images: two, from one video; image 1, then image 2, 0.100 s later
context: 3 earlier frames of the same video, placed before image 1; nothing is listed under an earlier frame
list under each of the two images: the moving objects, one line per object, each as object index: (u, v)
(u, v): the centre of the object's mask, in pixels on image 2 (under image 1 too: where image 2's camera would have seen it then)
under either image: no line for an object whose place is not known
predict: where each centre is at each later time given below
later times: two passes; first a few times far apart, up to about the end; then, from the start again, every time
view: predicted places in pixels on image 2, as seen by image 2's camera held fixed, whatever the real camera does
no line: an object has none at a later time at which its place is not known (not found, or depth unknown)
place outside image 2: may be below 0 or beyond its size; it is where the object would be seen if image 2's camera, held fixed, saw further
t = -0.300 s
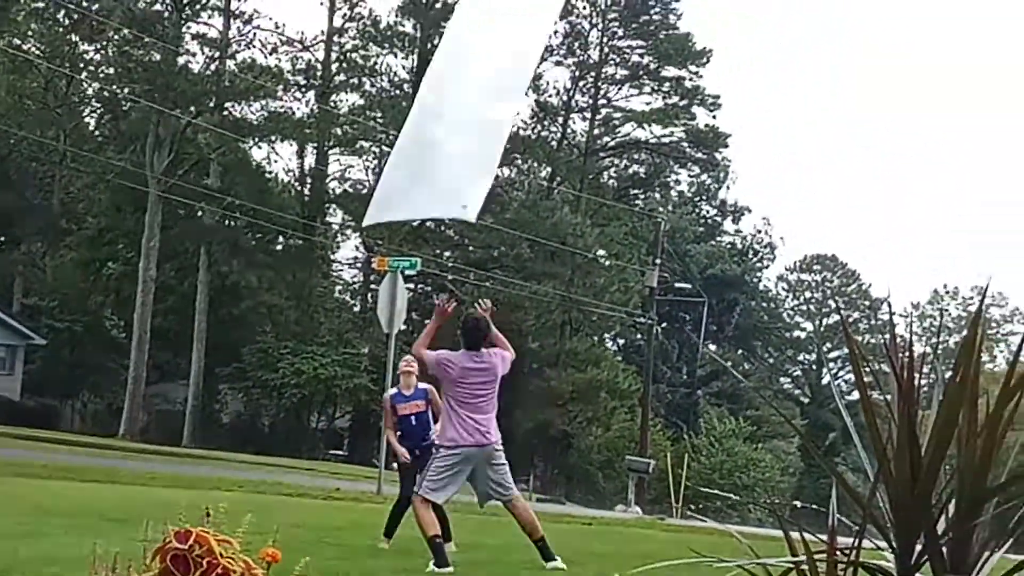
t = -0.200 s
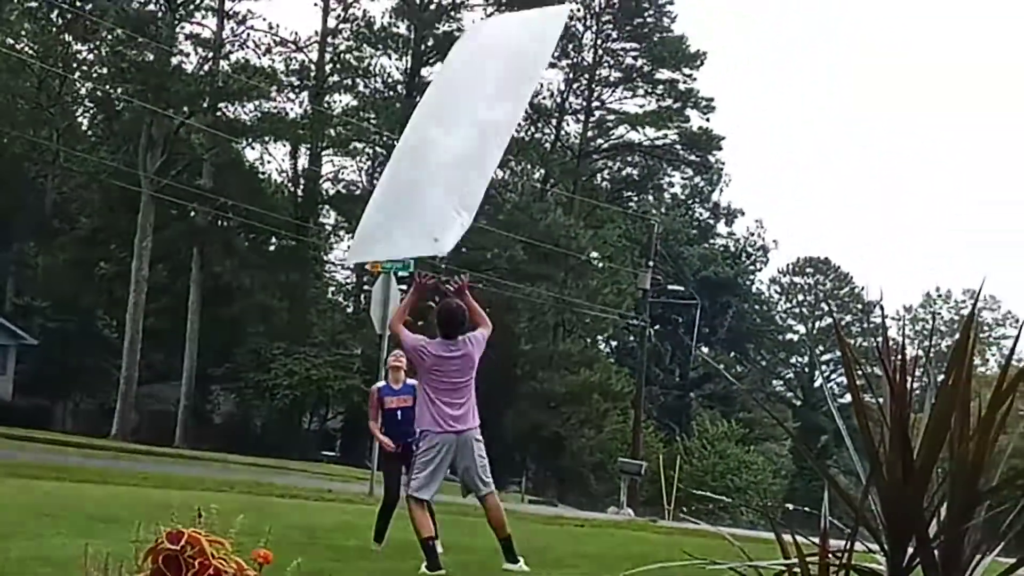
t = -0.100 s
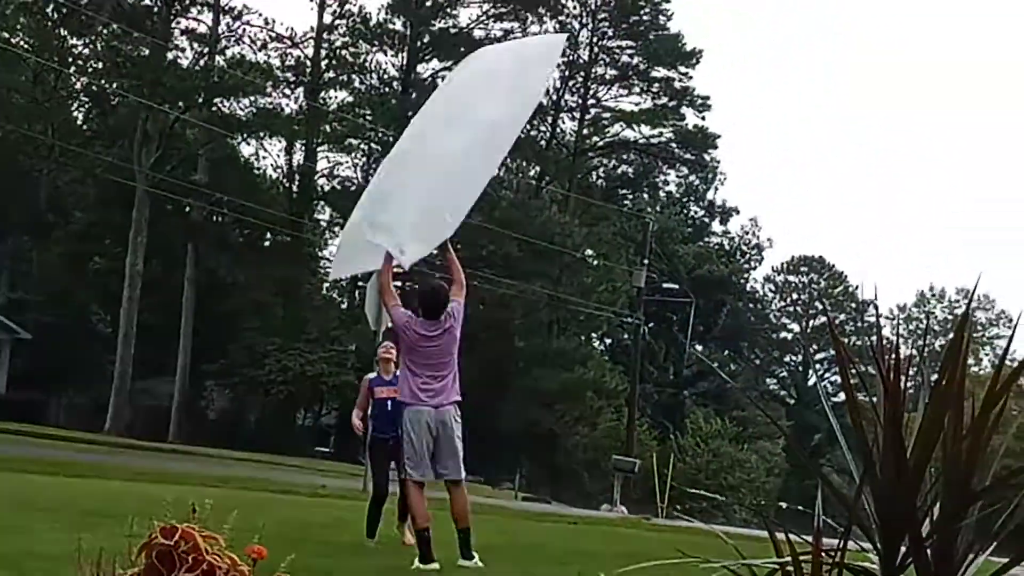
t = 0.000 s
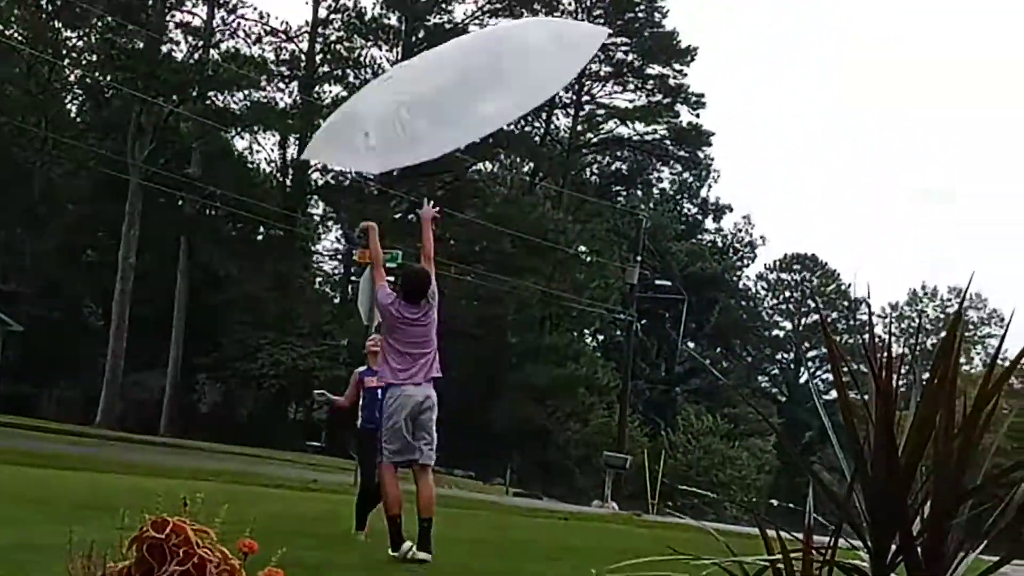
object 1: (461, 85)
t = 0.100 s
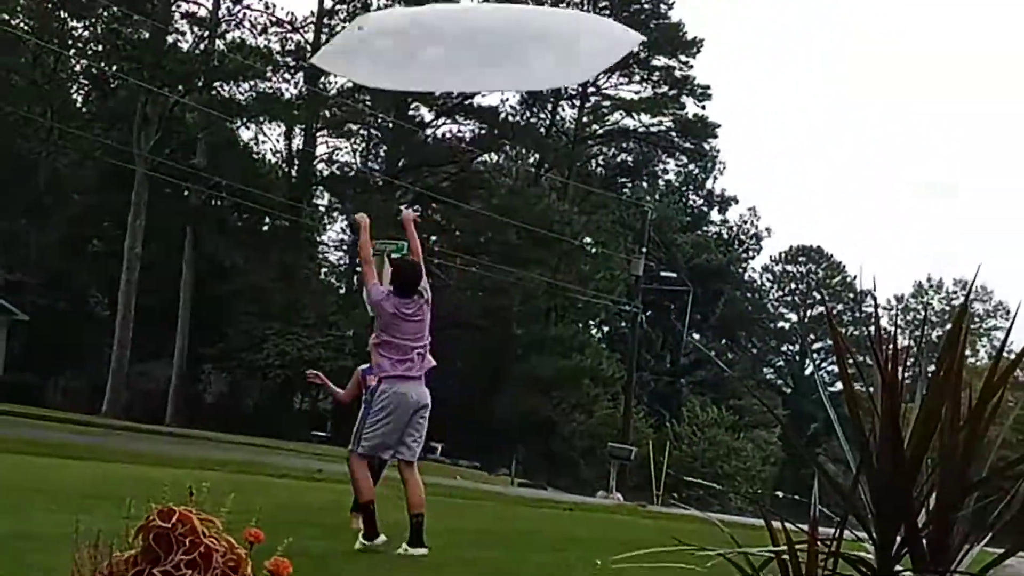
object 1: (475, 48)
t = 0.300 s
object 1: (552, 58)
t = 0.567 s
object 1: (548, 90)
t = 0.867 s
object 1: (519, 127)
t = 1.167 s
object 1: (511, 176)
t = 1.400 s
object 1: (512, 241)
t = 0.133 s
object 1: (487, 44)
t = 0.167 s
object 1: (502, 42)
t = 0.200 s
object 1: (519, 44)
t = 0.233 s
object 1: (533, 48)
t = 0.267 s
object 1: (545, 53)
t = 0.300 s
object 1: (552, 58)
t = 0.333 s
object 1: (557, 63)
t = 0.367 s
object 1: (561, 69)
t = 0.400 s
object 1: (562, 74)
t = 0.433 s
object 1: (560, 78)
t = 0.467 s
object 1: (559, 81)
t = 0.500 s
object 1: (555, 83)
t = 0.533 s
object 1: (552, 86)
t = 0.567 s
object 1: (548, 90)
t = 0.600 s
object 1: (546, 94)
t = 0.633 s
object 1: (543, 100)
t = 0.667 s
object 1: (540, 104)
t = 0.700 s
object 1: (537, 106)
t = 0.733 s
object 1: (533, 110)
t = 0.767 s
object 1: (530, 114)
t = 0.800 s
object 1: (526, 119)
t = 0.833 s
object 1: (522, 124)
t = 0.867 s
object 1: (519, 127)
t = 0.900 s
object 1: (517, 130)
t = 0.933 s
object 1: (515, 133)
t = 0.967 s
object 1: (513, 136)
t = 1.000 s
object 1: (512, 141)
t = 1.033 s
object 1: (512, 147)
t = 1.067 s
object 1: (512, 153)
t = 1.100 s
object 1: (511, 162)
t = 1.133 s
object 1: (510, 171)
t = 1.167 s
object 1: (511, 176)
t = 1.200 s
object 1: (513, 183)
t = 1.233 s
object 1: (515, 190)
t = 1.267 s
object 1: (515, 199)
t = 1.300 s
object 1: (514, 207)
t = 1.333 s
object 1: (515, 217)
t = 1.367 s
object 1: (514, 228)
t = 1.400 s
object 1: (512, 241)
